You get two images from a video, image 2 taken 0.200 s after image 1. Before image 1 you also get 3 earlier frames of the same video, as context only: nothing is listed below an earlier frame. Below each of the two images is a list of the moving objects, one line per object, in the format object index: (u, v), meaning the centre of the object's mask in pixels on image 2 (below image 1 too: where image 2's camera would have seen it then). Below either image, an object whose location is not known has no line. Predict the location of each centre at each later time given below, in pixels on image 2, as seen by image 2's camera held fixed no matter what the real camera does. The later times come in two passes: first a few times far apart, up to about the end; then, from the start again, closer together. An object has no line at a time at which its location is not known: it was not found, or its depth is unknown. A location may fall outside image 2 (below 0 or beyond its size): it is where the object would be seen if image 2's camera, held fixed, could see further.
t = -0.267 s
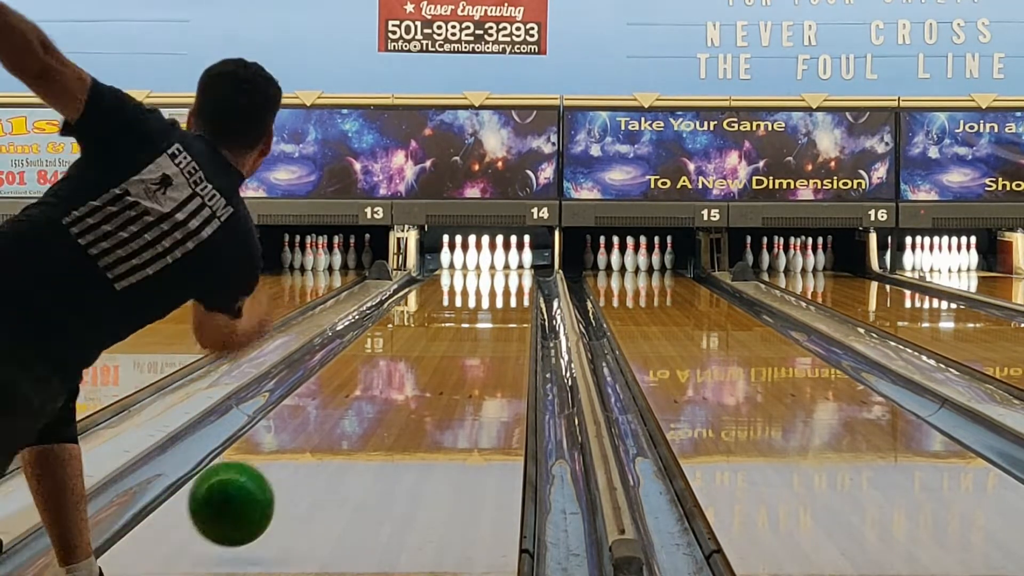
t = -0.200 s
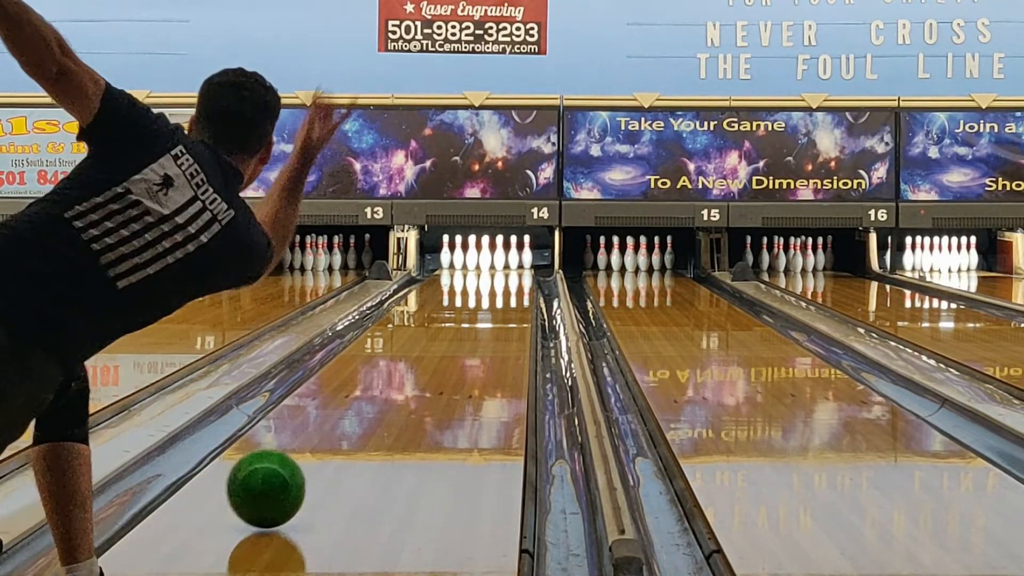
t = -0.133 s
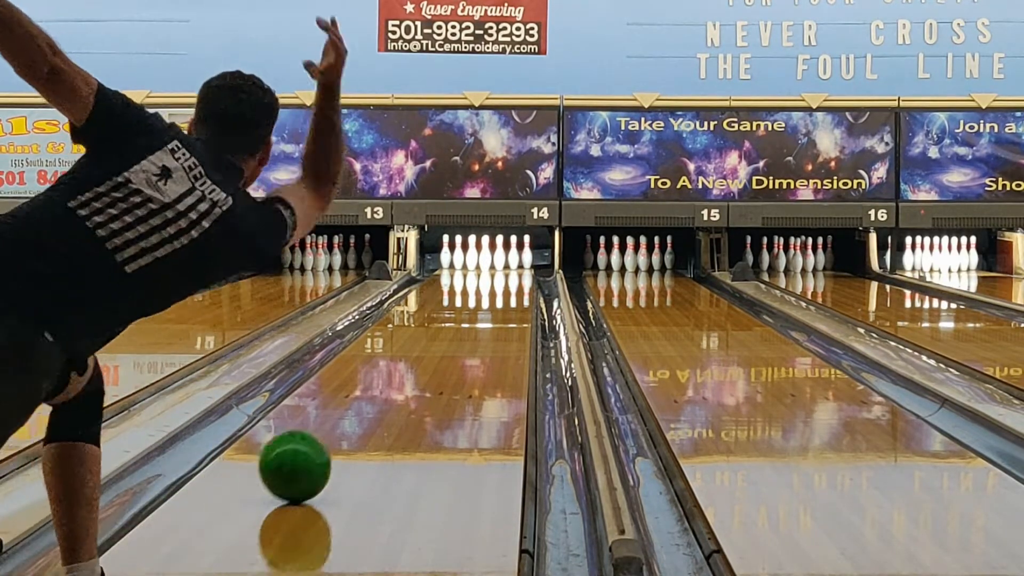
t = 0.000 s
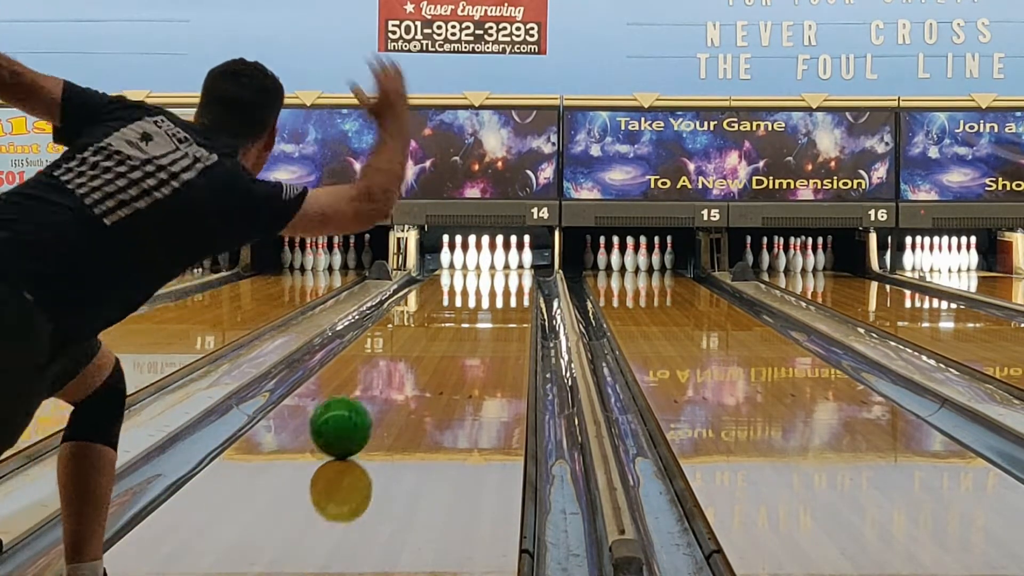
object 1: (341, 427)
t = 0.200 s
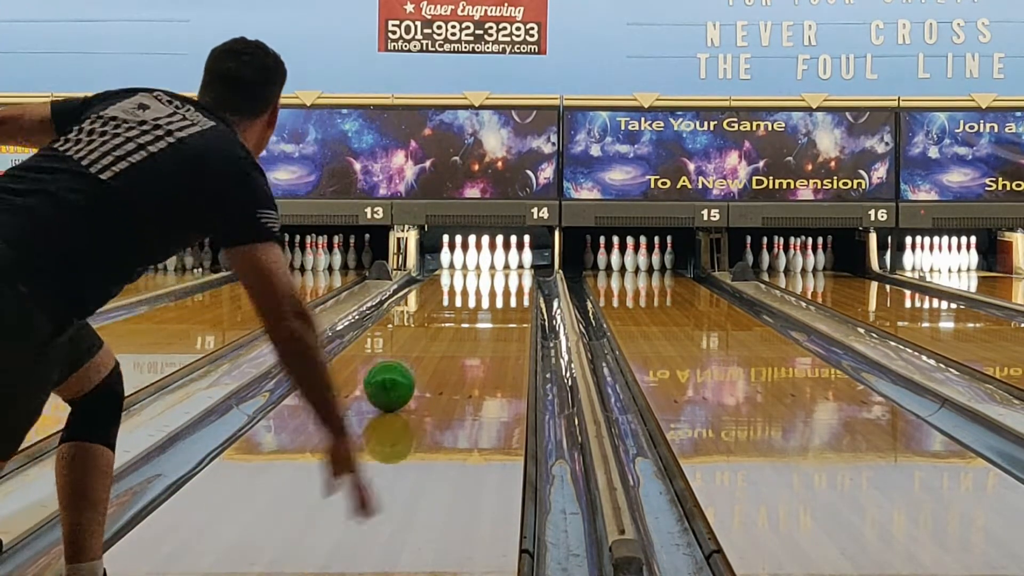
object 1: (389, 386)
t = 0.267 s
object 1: (402, 374)
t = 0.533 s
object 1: (440, 341)
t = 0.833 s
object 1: (468, 316)
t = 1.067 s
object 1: (483, 301)
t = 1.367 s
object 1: (497, 286)
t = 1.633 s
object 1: (502, 277)
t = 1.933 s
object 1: (495, 268)
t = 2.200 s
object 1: (479, 262)
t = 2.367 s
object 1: (471, 260)
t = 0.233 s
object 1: (396, 380)
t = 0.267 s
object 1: (402, 374)
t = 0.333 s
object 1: (413, 365)
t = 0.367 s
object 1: (418, 361)
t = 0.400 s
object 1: (423, 357)
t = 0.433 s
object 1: (427, 353)
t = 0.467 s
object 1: (432, 349)
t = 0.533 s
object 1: (440, 341)
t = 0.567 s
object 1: (444, 338)
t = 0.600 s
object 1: (447, 334)
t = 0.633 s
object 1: (450, 331)
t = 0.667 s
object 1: (454, 329)
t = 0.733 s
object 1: (460, 323)
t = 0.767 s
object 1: (462, 321)
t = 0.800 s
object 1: (465, 318)
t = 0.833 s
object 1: (468, 316)
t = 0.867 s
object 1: (470, 313)
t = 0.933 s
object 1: (475, 309)
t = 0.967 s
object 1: (477, 307)
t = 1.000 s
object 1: (479, 305)
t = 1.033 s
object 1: (481, 303)
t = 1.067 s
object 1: (483, 301)
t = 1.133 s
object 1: (487, 297)
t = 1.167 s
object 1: (489, 296)
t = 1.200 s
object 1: (490, 294)
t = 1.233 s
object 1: (491, 292)
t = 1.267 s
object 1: (493, 291)
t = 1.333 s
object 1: (496, 288)
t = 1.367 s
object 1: (497, 286)
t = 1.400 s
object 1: (499, 285)
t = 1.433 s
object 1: (500, 284)
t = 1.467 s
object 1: (500, 283)
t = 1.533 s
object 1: (501, 280)
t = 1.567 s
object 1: (502, 279)
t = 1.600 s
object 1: (502, 278)
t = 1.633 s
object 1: (502, 277)
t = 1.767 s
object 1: (500, 273)
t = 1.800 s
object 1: (500, 272)
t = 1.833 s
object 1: (499, 271)
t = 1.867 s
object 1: (498, 270)
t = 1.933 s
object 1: (495, 268)
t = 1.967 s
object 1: (493, 267)
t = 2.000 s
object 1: (491, 266)
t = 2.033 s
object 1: (489, 265)
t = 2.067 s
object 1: (488, 265)
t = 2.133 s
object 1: (484, 264)
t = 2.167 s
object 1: (483, 262)
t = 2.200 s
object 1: (479, 262)
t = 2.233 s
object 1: (477, 261)
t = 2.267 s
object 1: (475, 261)
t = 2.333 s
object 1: (473, 260)
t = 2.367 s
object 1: (471, 260)
